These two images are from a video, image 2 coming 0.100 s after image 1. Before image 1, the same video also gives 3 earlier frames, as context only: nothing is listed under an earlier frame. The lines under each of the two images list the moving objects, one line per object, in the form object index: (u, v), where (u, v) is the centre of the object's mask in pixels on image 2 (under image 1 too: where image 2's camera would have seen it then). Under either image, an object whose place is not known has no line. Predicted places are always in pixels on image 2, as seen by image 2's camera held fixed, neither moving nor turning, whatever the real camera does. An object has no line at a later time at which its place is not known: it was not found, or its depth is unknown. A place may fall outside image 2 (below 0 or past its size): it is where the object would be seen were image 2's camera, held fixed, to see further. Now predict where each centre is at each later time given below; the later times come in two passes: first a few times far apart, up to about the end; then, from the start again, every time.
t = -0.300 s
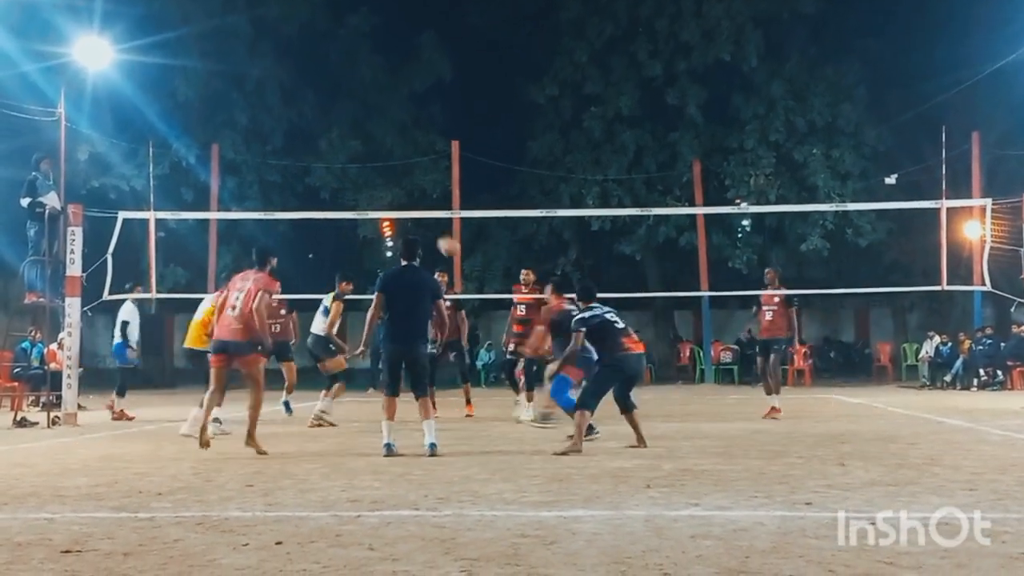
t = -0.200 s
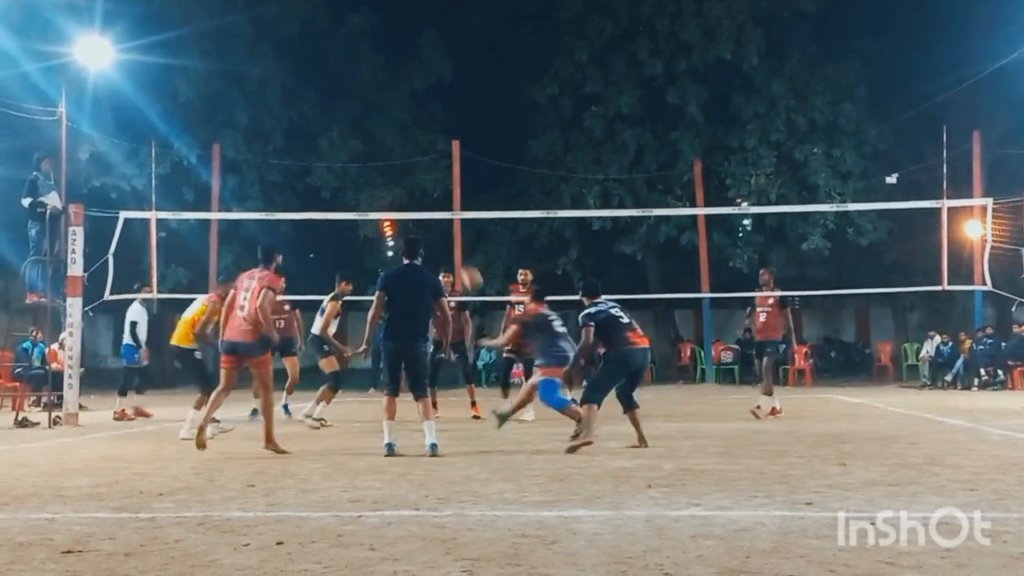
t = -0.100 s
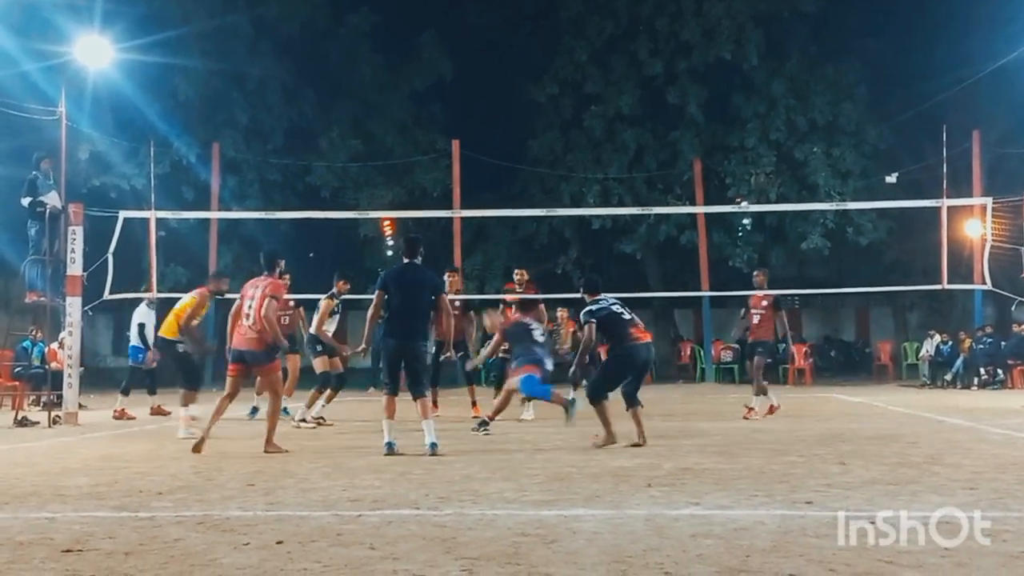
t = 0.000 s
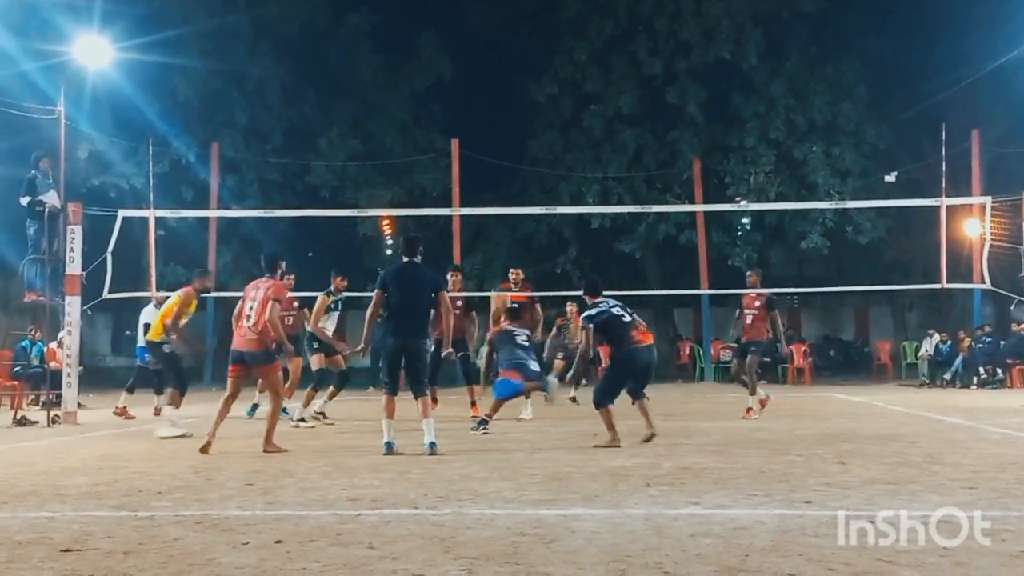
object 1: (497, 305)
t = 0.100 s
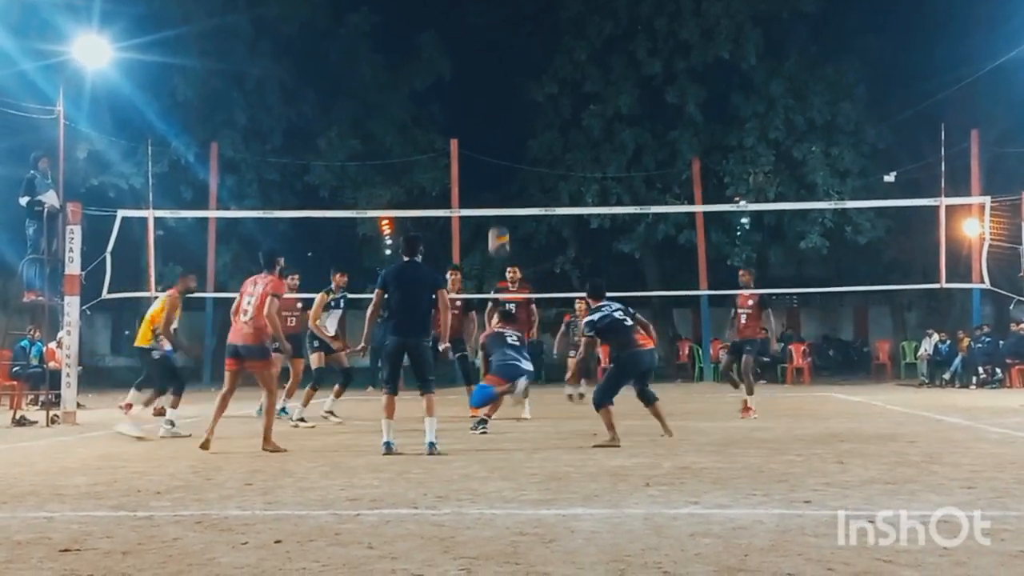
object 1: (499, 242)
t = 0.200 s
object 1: (498, 189)
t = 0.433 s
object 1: (499, 97)
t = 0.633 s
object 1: (502, 59)
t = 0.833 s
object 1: (505, 66)
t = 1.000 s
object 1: (508, 117)
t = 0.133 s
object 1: (498, 226)
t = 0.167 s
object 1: (498, 201)
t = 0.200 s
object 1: (498, 189)
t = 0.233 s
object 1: (498, 173)
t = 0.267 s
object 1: (498, 157)
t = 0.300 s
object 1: (498, 143)
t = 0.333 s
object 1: (499, 131)
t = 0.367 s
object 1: (499, 118)
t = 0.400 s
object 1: (499, 107)
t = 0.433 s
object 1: (499, 97)
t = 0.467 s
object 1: (500, 88)
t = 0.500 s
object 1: (500, 79)
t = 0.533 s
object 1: (500, 73)
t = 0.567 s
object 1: (501, 67)
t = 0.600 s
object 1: (501, 62)
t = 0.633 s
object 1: (502, 59)
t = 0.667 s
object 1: (502, 57)
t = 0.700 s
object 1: (503, 56)
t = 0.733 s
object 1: (503, 57)
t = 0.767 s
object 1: (504, 59)
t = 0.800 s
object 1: (505, 62)
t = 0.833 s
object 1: (505, 66)
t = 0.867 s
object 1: (506, 74)
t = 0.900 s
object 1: (506, 82)
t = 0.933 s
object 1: (507, 92)
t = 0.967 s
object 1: (508, 102)
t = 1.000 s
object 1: (508, 117)
